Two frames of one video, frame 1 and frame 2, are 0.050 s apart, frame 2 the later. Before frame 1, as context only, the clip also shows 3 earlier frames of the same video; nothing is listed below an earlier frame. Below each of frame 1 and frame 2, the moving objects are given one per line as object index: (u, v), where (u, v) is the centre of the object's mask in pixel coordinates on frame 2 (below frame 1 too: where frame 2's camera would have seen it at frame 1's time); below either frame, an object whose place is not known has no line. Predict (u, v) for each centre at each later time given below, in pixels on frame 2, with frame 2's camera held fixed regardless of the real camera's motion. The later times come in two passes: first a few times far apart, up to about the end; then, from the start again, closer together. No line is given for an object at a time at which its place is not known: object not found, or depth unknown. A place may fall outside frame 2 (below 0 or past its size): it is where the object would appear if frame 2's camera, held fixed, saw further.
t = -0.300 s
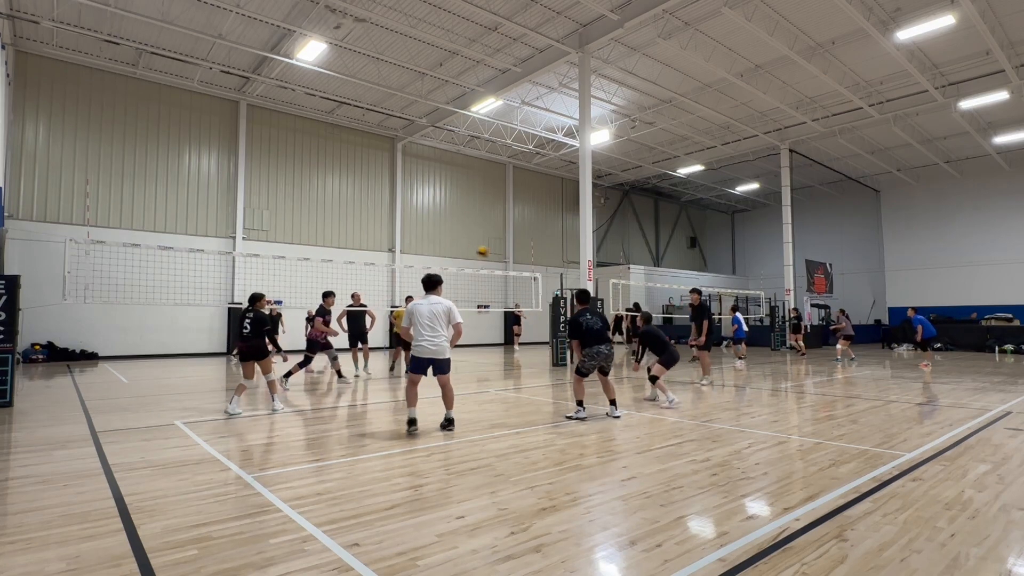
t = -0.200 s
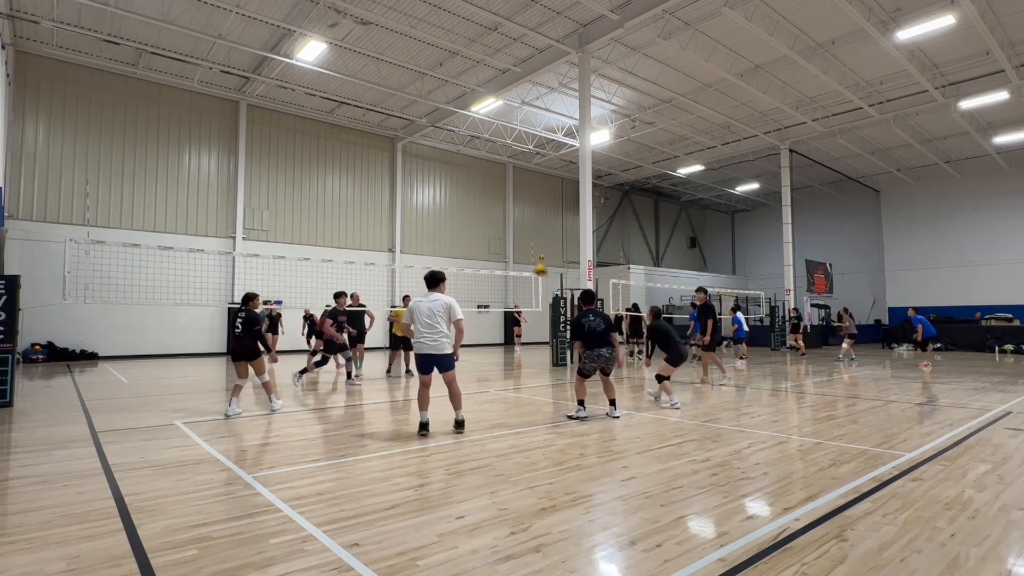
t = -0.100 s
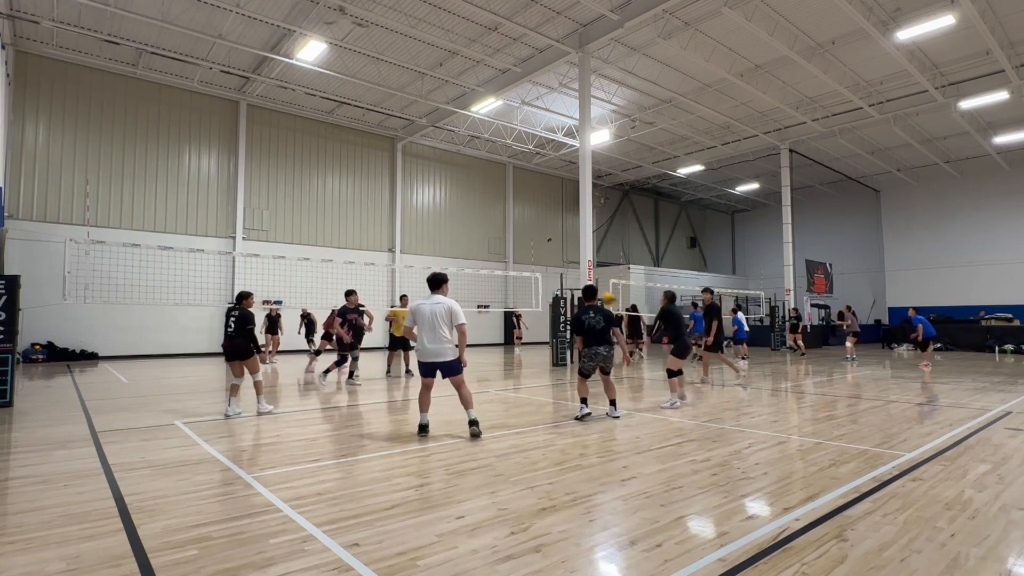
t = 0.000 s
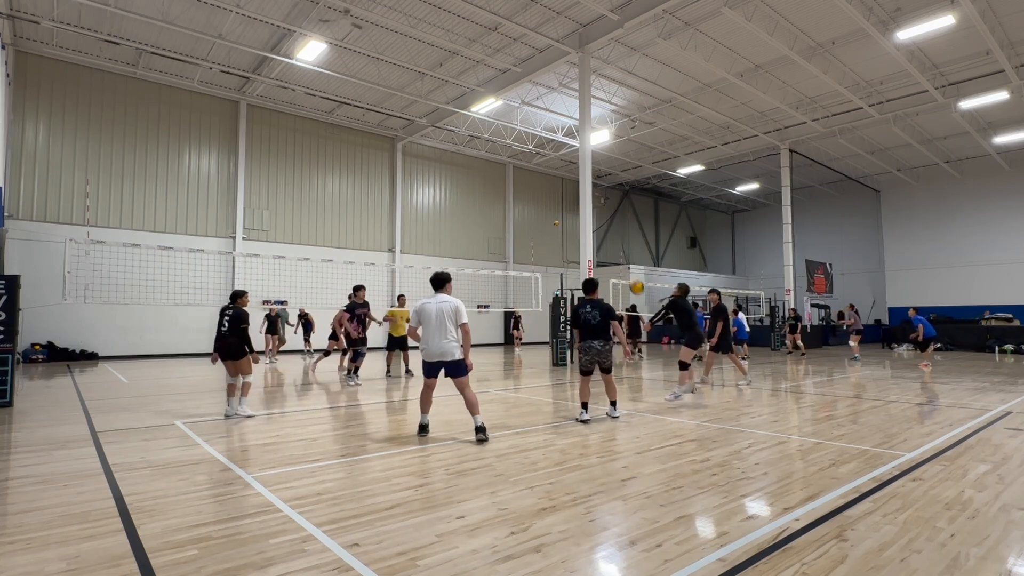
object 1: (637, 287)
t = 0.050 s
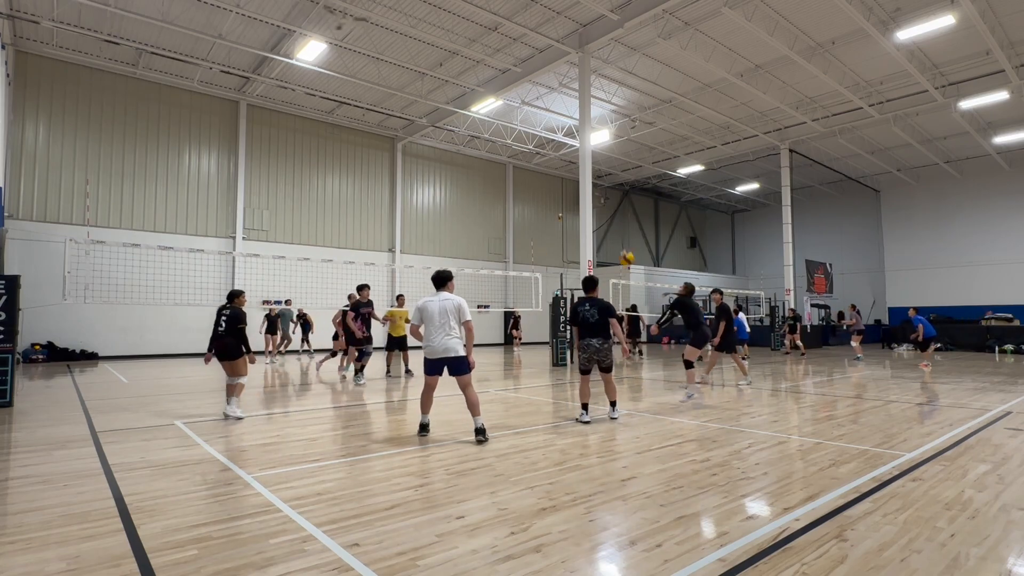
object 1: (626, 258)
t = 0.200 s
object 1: (595, 185)
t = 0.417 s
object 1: (554, 110)
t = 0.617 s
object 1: (519, 68)
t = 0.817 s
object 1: (484, 52)
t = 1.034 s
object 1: (448, 63)
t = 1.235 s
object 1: (414, 99)
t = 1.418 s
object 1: (384, 156)
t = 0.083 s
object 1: (619, 240)
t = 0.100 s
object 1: (616, 231)
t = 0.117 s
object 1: (612, 223)
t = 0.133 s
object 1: (609, 215)
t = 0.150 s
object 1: (606, 207)
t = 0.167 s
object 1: (603, 200)
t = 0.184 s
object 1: (599, 192)
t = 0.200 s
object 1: (595, 185)
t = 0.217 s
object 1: (592, 179)
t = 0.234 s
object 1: (589, 171)
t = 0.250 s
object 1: (586, 165)
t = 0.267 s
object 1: (582, 159)
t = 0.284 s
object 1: (580, 153)
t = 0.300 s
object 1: (576, 147)
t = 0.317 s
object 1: (573, 140)
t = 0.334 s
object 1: (570, 135)
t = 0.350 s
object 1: (567, 130)
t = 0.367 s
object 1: (563, 124)
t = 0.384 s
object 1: (560, 119)
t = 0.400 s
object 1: (557, 114)
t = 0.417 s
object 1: (554, 110)
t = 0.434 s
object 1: (551, 105)
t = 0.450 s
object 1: (548, 101)
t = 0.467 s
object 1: (545, 97)
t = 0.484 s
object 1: (542, 93)
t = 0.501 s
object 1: (539, 89)
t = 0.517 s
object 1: (536, 85)
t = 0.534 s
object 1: (533, 82)
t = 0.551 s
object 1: (530, 79)
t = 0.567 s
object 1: (527, 76)
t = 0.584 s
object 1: (524, 72)
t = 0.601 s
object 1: (522, 70)
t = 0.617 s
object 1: (519, 68)
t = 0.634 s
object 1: (516, 65)
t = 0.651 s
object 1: (514, 63)
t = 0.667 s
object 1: (510, 61)
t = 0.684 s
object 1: (508, 60)
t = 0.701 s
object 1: (505, 58)
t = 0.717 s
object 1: (502, 56)
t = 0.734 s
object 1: (499, 55)
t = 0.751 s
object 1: (496, 54)
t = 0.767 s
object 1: (493, 53)
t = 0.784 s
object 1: (490, 52)
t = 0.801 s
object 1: (487, 52)
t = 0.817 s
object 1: (484, 52)
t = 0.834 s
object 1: (482, 51)
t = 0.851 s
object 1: (479, 52)
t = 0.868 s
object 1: (477, 52)
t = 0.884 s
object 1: (474, 52)
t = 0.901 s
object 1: (471, 53)
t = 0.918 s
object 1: (468, 53)
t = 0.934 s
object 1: (465, 54)
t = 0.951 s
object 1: (462, 55)
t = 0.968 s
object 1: (459, 56)
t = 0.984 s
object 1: (457, 58)
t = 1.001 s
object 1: (454, 59)
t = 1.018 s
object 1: (451, 61)
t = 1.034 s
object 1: (448, 63)
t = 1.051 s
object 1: (446, 65)
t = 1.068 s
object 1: (443, 68)
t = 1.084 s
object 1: (440, 70)
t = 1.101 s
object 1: (437, 72)
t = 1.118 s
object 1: (434, 75)
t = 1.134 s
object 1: (431, 78)
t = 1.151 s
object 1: (428, 81)
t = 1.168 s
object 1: (426, 85)
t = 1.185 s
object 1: (422, 88)
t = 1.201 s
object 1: (420, 92)
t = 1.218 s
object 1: (417, 96)
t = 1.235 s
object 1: (414, 99)
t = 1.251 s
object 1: (412, 104)
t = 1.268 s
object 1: (409, 109)
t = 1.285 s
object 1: (406, 113)
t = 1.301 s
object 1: (403, 118)
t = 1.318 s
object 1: (401, 122)
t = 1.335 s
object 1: (397, 128)
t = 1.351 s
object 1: (394, 133)
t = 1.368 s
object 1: (391, 138)
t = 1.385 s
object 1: (389, 143)
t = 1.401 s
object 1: (387, 150)
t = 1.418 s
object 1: (384, 156)
